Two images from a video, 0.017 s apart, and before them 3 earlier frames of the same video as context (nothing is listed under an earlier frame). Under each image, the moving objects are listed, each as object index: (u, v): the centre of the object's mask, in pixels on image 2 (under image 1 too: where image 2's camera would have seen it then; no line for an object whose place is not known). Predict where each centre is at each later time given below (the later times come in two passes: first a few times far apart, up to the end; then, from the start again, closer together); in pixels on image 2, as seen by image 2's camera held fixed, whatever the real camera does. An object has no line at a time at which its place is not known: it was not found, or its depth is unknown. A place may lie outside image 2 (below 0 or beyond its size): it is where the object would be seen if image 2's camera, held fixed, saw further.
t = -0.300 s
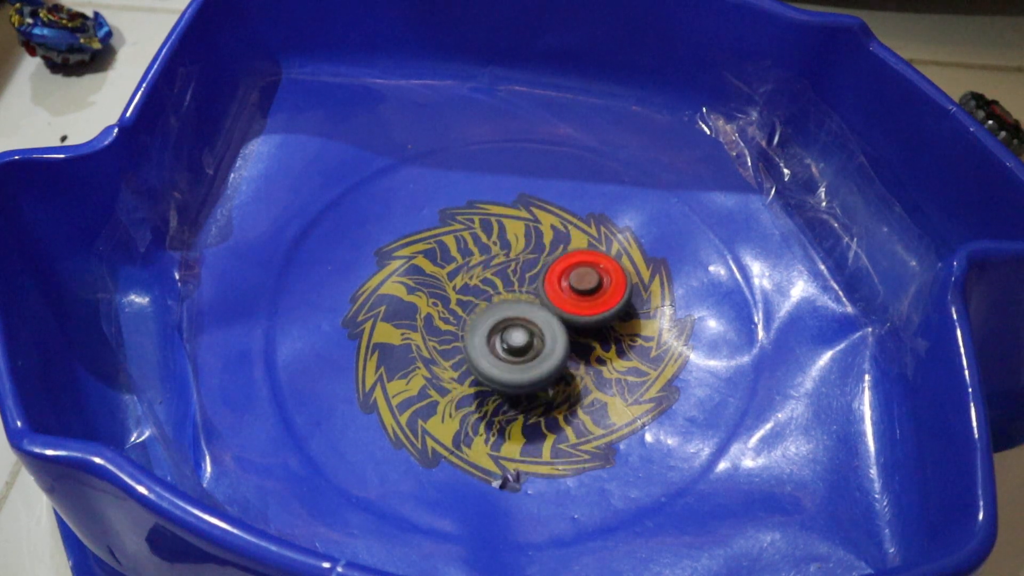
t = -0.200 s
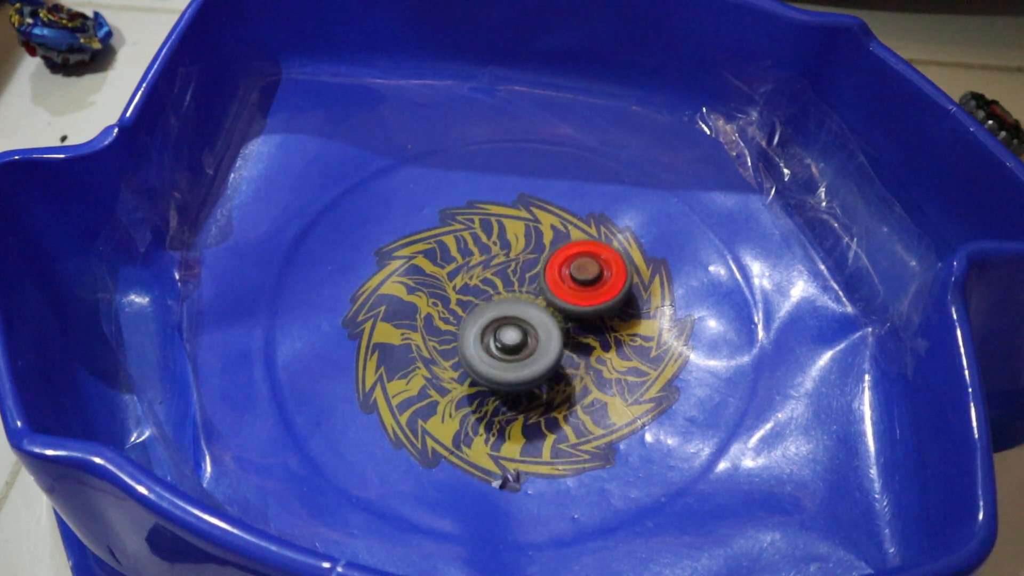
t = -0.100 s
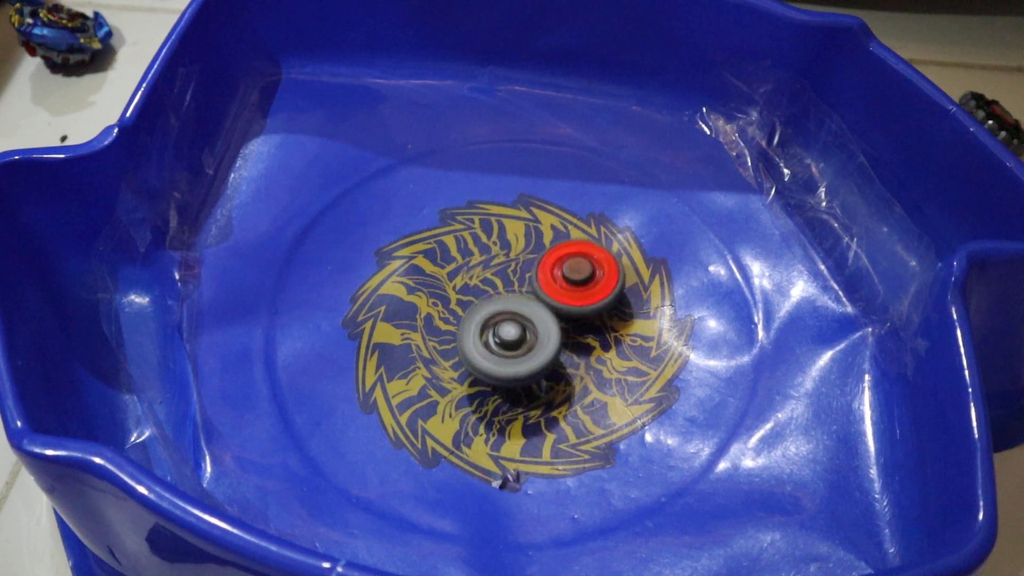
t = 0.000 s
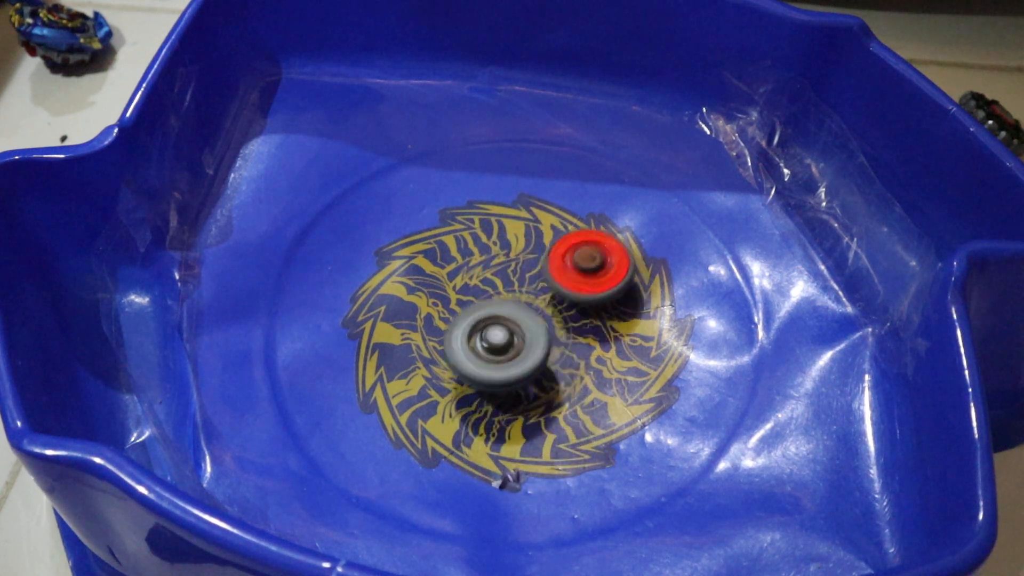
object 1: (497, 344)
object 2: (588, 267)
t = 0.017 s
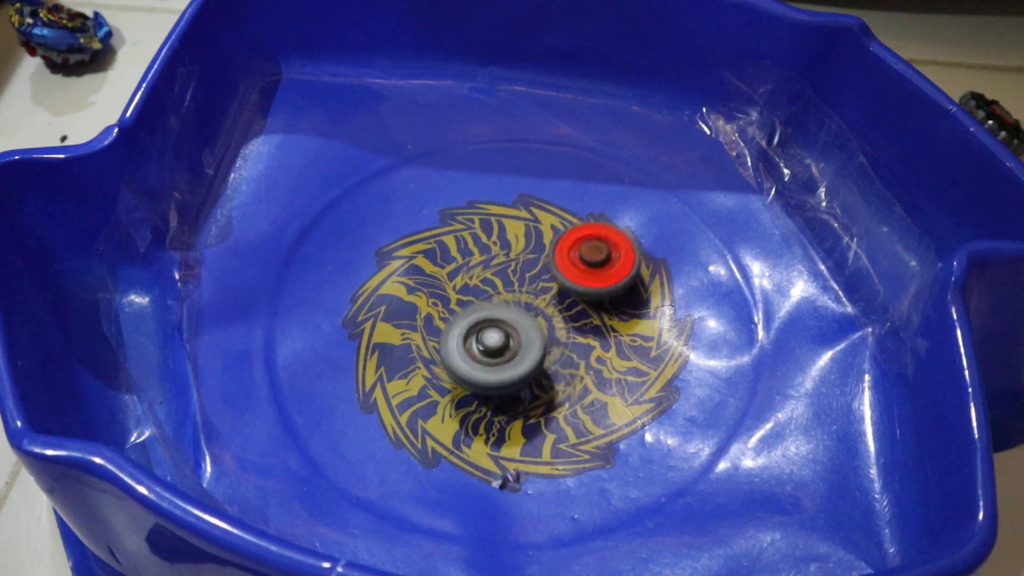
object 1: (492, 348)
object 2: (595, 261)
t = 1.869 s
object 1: (592, 285)
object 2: (485, 367)
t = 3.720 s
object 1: (528, 256)
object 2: (496, 350)
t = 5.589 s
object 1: (579, 267)
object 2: (534, 376)
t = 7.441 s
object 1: (453, 292)
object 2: (620, 259)
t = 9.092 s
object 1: (624, 293)
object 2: (496, 294)
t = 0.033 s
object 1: (490, 350)
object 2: (598, 255)
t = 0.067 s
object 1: (488, 351)
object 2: (599, 247)
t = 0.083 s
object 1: (488, 351)
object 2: (598, 244)
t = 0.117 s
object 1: (487, 350)
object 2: (593, 238)
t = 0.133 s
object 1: (487, 350)
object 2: (591, 236)
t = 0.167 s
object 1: (486, 350)
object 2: (585, 232)
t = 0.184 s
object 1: (486, 350)
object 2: (581, 230)
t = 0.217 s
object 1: (486, 351)
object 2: (573, 229)
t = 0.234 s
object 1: (486, 351)
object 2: (569, 228)
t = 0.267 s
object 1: (486, 351)
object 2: (561, 228)
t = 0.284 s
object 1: (486, 351)
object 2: (556, 229)
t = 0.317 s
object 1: (487, 350)
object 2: (549, 230)
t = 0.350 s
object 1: (487, 349)
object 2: (542, 234)
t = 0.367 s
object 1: (487, 349)
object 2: (539, 235)
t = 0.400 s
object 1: (487, 349)
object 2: (533, 239)
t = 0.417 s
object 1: (487, 349)
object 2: (531, 242)
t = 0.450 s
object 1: (487, 349)
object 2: (526, 246)
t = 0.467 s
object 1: (487, 349)
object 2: (525, 249)
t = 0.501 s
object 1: (487, 349)
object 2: (522, 254)
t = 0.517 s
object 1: (488, 348)
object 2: (522, 258)
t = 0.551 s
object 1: (488, 348)
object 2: (520, 264)
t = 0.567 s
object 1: (488, 347)
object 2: (519, 266)
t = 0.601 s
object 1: (489, 347)
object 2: (519, 271)
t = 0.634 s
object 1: (478, 370)
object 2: (533, 250)
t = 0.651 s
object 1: (472, 382)
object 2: (542, 234)
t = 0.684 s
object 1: (463, 402)
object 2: (557, 207)
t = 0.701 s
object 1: (460, 411)
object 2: (563, 197)
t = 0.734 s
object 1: (461, 421)
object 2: (571, 180)
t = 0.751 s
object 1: (464, 423)
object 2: (573, 174)
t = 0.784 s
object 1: (471, 425)
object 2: (572, 166)
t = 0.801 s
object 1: (474, 425)
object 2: (570, 165)
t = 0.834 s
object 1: (483, 426)
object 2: (562, 163)
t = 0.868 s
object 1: (493, 427)
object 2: (551, 161)
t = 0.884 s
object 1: (497, 426)
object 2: (545, 161)
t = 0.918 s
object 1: (507, 424)
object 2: (535, 161)
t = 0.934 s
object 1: (511, 424)
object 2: (530, 162)
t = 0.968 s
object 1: (520, 421)
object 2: (520, 163)
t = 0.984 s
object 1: (524, 419)
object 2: (515, 165)
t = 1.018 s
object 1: (526, 415)
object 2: (506, 168)
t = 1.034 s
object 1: (529, 412)
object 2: (501, 171)
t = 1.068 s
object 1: (536, 407)
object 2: (492, 175)
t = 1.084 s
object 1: (539, 404)
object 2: (488, 178)
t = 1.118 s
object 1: (545, 397)
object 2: (480, 183)
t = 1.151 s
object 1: (550, 391)
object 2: (476, 190)
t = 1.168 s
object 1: (552, 388)
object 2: (474, 193)
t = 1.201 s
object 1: (558, 381)
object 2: (470, 201)
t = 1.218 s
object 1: (560, 377)
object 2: (469, 205)
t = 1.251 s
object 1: (568, 370)
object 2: (467, 214)
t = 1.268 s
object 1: (564, 367)
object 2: (467, 219)
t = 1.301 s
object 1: (570, 359)
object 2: (466, 227)
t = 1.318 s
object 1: (565, 356)
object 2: (466, 233)
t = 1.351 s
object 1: (571, 350)
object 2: (467, 242)
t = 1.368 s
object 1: (571, 346)
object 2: (468, 247)
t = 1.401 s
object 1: (571, 339)
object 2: (471, 256)
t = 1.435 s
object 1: (570, 333)
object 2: (474, 265)
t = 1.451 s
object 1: (570, 330)
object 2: (476, 271)
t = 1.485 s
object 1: (569, 326)
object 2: (481, 281)
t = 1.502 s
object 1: (569, 322)
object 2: (482, 285)
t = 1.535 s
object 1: (574, 320)
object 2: (478, 290)
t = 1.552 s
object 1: (575, 318)
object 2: (478, 292)
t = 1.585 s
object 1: (577, 315)
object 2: (479, 300)
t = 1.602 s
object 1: (582, 314)
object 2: (475, 301)
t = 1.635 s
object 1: (587, 311)
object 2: (472, 308)
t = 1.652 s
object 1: (588, 309)
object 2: (471, 312)
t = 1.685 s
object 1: (589, 306)
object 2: (471, 321)
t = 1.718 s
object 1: (590, 302)
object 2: (472, 331)
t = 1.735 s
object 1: (591, 300)
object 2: (473, 335)
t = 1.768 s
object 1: (591, 296)
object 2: (475, 344)
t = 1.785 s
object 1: (591, 294)
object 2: (477, 347)
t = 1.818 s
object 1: (592, 290)
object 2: (480, 357)
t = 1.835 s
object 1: (592, 288)
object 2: (482, 360)
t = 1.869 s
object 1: (592, 285)
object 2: (485, 367)
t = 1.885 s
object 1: (592, 283)
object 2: (487, 371)
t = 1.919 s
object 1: (592, 280)
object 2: (491, 376)
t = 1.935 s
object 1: (591, 277)
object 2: (494, 380)
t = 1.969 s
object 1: (589, 272)
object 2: (499, 386)
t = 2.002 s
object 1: (588, 270)
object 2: (504, 391)
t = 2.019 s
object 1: (588, 268)
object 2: (507, 393)
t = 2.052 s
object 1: (586, 265)
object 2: (513, 397)
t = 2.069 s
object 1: (585, 264)
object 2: (517, 399)
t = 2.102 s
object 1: (584, 260)
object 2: (524, 400)
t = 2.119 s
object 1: (583, 258)
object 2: (528, 400)
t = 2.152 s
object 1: (580, 255)
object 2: (536, 399)
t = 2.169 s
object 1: (578, 254)
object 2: (539, 398)
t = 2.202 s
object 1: (574, 253)
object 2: (547, 397)
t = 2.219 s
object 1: (572, 253)
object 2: (550, 396)
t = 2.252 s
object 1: (569, 253)
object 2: (557, 393)
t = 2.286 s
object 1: (565, 254)
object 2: (567, 390)
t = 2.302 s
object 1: (564, 254)
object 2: (570, 387)
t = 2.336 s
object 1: (562, 255)
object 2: (576, 381)
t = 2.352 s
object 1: (561, 256)
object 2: (578, 378)
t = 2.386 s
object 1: (560, 256)
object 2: (582, 373)
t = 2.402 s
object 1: (560, 257)
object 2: (583, 370)
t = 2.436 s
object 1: (559, 258)
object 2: (586, 365)
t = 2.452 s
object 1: (559, 258)
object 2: (587, 362)
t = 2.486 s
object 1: (558, 259)
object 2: (588, 356)
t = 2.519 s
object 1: (557, 260)
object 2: (588, 351)
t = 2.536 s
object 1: (557, 260)
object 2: (588, 348)
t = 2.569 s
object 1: (557, 260)
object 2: (587, 345)
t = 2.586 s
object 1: (554, 255)
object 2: (590, 354)
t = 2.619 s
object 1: (551, 248)
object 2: (594, 365)
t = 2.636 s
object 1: (549, 246)
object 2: (595, 369)
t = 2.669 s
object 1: (548, 246)
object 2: (597, 370)
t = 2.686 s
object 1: (547, 246)
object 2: (598, 369)
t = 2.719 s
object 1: (544, 247)
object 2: (600, 367)
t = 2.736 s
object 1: (543, 247)
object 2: (601, 365)
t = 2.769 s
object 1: (541, 247)
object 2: (602, 363)
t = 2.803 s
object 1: (540, 248)
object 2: (601, 359)
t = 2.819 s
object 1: (539, 249)
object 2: (601, 357)
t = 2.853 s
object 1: (538, 250)
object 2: (600, 354)
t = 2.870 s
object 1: (537, 251)
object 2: (599, 352)
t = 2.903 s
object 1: (537, 252)
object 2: (596, 349)
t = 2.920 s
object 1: (536, 253)
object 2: (595, 347)
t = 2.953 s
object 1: (536, 254)
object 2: (592, 344)
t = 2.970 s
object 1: (536, 255)
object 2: (591, 343)
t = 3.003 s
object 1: (536, 256)
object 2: (587, 339)
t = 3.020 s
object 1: (536, 256)
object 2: (586, 338)
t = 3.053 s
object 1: (537, 258)
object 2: (582, 336)
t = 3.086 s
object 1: (533, 251)
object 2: (584, 347)
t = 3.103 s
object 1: (532, 248)
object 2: (584, 351)
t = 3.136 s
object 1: (530, 247)
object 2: (581, 356)
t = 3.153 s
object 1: (529, 246)
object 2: (579, 357)
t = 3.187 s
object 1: (527, 246)
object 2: (576, 357)
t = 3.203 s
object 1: (526, 246)
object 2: (574, 356)
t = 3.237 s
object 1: (525, 246)
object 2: (570, 355)
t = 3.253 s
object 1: (524, 246)
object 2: (568, 354)
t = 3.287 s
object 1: (523, 246)
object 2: (564, 352)
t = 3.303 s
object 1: (523, 246)
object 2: (561, 351)
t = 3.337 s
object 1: (524, 247)
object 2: (556, 349)
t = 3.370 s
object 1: (524, 247)
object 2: (551, 347)
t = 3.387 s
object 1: (524, 247)
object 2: (548, 346)
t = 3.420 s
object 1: (524, 248)
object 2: (543, 345)
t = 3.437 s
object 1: (525, 249)
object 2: (540, 345)
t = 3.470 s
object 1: (525, 250)
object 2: (535, 345)
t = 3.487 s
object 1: (526, 249)
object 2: (532, 345)
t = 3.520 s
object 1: (526, 251)
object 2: (526, 345)
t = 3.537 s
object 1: (526, 252)
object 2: (524, 345)
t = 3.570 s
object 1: (526, 253)
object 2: (519, 346)
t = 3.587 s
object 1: (527, 254)
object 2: (516, 347)
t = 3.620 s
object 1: (527, 255)
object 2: (511, 347)
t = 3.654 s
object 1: (528, 256)
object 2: (506, 348)
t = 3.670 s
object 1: (528, 256)
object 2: (504, 348)
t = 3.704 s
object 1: (528, 256)
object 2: (499, 349)
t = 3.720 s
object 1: (528, 256)
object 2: (496, 350)
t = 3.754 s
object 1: (529, 256)
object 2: (491, 351)
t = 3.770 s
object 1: (529, 256)
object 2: (488, 351)
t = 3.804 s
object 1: (530, 257)
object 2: (483, 353)
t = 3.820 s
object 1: (530, 257)
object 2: (480, 354)
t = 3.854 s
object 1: (531, 258)
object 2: (476, 356)
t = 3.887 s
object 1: (532, 260)
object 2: (472, 357)
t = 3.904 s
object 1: (533, 261)
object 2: (470, 358)
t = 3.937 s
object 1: (534, 262)
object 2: (467, 359)
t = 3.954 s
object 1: (534, 263)
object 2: (466, 359)
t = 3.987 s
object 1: (535, 265)
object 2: (463, 360)
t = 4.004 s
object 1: (536, 266)
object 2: (462, 360)
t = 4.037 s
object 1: (537, 268)
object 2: (461, 361)
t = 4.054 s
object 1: (538, 268)
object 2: (460, 361)
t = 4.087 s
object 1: (539, 270)
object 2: (458, 360)
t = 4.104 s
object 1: (540, 271)
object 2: (458, 360)
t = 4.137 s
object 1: (541, 272)
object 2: (457, 360)
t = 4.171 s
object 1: (543, 273)
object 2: (457, 359)
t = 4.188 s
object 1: (543, 273)
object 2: (457, 358)
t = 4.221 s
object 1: (545, 274)
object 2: (457, 357)
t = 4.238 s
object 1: (546, 275)
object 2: (457, 356)
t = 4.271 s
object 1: (548, 276)
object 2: (457, 354)
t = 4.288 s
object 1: (548, 277)
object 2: (457, 354)
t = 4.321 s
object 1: (549, 279)
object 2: (455, 352)
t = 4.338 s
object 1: (550, 280)
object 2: (455, 351)
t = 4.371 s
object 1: (551, 281)
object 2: (455, 349)
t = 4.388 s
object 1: (551, 282)
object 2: (455, 349)
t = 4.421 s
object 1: (552, 283)
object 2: (455, 349)
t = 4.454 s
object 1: (552, 283)
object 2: (456, 347)
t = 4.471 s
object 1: (552, 284)
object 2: (457, 347)
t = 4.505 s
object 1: (553, 286)
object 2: (459, 345)
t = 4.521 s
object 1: (554, 287)
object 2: (459, 344)
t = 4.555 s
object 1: (555, 288)
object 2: (462, 343)
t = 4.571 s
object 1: (556, 289)
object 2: (463, 343)
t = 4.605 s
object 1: (557, 289)
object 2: (465, 341)
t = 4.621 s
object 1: (558, 289)
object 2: (466, 341)
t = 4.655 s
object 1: (558, 289)
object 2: (469, 340)
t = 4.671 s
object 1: (559, 289)
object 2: (467, 340)
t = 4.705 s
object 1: (563, 288)
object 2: (466, 342)
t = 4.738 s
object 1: (565, 289)
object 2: (466, 341)
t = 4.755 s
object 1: (565, 288)
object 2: (467, 342)
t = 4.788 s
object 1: (566, 289)
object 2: (470, 342)
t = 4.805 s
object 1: (567, 289)
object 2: (472, 343)
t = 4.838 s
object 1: (569, 290)
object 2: (476, 342)
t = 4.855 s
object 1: (569, 290)
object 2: (477, 342)
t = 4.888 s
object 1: (570, 290)
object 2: (480, 342)
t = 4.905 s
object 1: (570, 290)
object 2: (483, 342)
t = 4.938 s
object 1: (575, 288)
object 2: (479, 345)
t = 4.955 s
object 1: (584, 284)
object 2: (466, 352)
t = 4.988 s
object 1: (598, 277)
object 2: (446, 362)
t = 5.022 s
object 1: (604, 273)
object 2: (432, 370)
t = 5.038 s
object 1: (605, 271)
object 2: (429, 372)
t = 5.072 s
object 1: (605, 270)
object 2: (429, 376)
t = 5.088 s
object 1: (605, 270)
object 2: (430, 378)
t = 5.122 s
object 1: (604, 269)
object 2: (435, 383)
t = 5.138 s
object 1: (603, 268)
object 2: (437, 385)
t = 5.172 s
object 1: (601, 267)
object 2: (443, 388)
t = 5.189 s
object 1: (600, 267)
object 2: (446, 390)
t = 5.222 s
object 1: (597, 265)
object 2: (452, 393)
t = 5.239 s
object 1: (596, 265)
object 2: (456, 394)
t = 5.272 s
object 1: (595, 265)
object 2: (464, 396)
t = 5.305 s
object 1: (593, 264)
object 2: (472, 396)
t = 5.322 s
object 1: (592, 264)
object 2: (476, 396)
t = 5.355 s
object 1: (589, 264)
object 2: (484, 396)
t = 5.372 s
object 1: (588, 264)
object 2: (488, 396)
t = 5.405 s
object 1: (586, 264)
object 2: (496, 395)
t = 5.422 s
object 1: (585, 264)
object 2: (500, 394)
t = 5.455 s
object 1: (583, 264)
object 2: (507, 391)
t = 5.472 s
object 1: (583, 264)
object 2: (510, 390)
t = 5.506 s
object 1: (581, 265)
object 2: (517, 386)
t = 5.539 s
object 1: (580, 266)
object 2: (524, 382)
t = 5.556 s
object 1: (580, 266)
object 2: (526, 380)
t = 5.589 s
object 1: (579, 267)
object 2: (534, 376)
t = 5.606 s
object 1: (578, 267)
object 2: (536, 373)
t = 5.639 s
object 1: (577, 268)
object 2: (542, 368)
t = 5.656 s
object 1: (576, 268)
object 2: (545, 366)
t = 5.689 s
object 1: (575, 270)
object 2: (551, 360)
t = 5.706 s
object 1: (576, 268)
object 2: (549, 364)
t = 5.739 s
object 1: (582, 254)
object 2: (539, 391)
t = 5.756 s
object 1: (583, 249)
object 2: (536, 400)
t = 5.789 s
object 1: (582, 245)
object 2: (532, 412)
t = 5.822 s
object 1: (579, 244)
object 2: (532, 416)
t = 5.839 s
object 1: (576, 244)
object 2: (535, 416)
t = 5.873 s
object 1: (571, 243)
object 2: (542, 415)
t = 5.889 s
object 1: (570, 243)
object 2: (546, 414)
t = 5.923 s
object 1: (565, 244)
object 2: (554, 412)
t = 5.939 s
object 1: (562, 244)
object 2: (557, 410)
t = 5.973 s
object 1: (558, 245)
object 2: (563, 407)
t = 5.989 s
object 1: (556, 246)
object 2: (567, 405)
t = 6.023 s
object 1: (551, 247)
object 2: (572, 400)
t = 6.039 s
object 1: (549, 248)
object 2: (575, 397)
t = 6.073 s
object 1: (546, 251)
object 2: (580, 392)
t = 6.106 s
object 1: (543, 254)
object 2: (584, 385)
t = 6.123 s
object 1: (541, 255)
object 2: (587, 382)
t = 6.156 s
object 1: (539, 258)
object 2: (588, 375)
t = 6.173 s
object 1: (538, 259)
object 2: (590, 372)
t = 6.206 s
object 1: (537, 263)
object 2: (591, 365)
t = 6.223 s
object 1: (535, 265)
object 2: (591, 362)
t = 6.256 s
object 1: (534, 268)
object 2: (590, 355)
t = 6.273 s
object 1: (533, 270)
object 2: (590, 351)
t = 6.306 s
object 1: (531, 272)
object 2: (588, 346)
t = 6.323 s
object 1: (529, 270)
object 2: (590, 347)
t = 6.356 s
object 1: (526, 269)
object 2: (592, 346)
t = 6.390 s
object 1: (524, 270)
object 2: (591, 343)
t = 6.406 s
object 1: (522, 271)
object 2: (591, 340)
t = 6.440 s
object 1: (515, 267)
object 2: (598, 345)
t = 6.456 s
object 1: (507, 261)
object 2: (613, 357)
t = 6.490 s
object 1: (494, 250)
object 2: (635, 373)
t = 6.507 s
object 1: (489, 247)
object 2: (643, 379)
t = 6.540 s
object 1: (482, 243)
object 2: (654, 383)
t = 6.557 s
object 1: (480, 244)
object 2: (657, 383)
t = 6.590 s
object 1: (477, 245)
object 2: (663, 380)
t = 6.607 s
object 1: (475, 246)
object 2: (666, 379)
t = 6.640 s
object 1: (473, 247)
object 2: (671, 374)
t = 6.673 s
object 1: (470, 248)
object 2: (675, 369)
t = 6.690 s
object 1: (469, 248)
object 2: (678, 367)
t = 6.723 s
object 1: (466, 249)
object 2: (681, 361)
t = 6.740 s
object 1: (465, 250)
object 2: (682, 358)
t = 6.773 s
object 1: (463, 252)
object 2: (682, 352)
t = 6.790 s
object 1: (463, 252)
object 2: (682, 349)
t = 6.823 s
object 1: (462, 254)
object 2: (681, 343)
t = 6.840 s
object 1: (461, 254)
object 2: (681, 339)
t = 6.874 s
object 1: (459, 256)
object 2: (679, 332)
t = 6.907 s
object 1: (458, 258)
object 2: (675, 324)
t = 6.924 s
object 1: (458, 260)
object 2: (672, 320)
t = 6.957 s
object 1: (458, 261)
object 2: (667, 312)
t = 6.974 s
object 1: (458, 262)
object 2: (663, 308)
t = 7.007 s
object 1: (458, 263)
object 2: (657, 301)
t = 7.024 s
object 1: (459, 265)
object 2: (654, 298)
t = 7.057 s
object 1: (461, 268)
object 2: (647, 293)
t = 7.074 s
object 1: (461, 268)
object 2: (643, 290)
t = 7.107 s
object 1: (462, 270)
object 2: (634, 287)
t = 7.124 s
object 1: (463, 271)
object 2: (629, 285)
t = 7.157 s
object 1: (465, 272)
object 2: (620, 282)
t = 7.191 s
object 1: (467, 274)
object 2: (610, 279)
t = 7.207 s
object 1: (468, 275)
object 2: (604, 278)
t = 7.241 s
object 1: (471, 276)
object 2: (595, 277)
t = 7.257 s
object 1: (472, 277)
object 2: (589, 276)
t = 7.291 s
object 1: (476, 279)
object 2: (580, 274)
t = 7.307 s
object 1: (476, 280)
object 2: (576, 273)
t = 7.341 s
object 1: (462, 283)
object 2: (598, 268)
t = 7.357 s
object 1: (457, 285)
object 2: (608, 266)
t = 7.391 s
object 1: (453, 288)
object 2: (619, 263)
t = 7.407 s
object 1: (453, 289)
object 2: (622, 262)
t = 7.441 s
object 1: (453, 292)
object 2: (620, 259)
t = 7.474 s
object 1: (454, 295)
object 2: (614, 254)
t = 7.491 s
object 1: (455, 297)
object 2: (610, 252)
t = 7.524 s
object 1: (456, 300)
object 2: (602, 248)
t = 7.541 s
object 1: (457, 301)
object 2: (598, 246)
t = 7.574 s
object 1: (459, 303)
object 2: (590, 242)
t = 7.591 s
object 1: (461, 304)
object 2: (586, 240)
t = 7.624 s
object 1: (464, 307)
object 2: (579, 236)
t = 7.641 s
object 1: (466, 308)
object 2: (575, 235)
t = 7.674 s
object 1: (468, 310)
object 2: (569, 234)
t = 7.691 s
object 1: (469, 310)
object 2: (564, 234)
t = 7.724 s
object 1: (472, 312)
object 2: (556, 233)
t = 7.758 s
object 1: (475, 315)
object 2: (548, 234)
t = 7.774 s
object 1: (477, 315)
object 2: (545, 234)
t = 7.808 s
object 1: (481, 317)
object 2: (537, 235)
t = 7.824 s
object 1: (482, 317)
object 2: (533, 236)
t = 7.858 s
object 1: (487, 319)
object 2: (526, 238)
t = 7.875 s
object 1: (489, 322)
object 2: (522, 239)
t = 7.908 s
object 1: (494, 325)
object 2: (515, 242)
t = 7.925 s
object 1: (497, 327)
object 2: (512, 243)
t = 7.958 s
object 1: (506, 328)
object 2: (506, 246)
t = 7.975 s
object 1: (510, 328)
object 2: (504, 248)
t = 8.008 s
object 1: (518, 328)
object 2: (499, 251)
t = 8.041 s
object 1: (527, 337)
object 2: (491, 240)
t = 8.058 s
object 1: (532, 343)
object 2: (487, 231)
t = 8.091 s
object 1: (541, 351)
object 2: (480, 217)
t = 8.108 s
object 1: (544, 352)
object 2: (477, 213)
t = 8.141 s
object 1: (548, 353)
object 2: (470, 209)
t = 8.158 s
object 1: (551, 353)
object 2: (467, 208)
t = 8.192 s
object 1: (556, 352)
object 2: (460, 207)
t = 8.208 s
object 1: (559, 351)
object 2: (457, 207)
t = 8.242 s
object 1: (564, 351)
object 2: (450, 208)
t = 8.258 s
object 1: (567, 350)
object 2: (447, 208)
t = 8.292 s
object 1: (572, 348)
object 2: (442, 209)
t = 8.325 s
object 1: (577, 346)
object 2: (437, 210)
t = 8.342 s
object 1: (581, 345)
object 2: (435, 211)
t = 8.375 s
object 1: (587, 344)
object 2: (431, 214)
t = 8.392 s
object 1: (589, 344)
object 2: (430, 215)
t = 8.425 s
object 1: (593, 341)
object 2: (429, 218)
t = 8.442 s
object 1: (595, 340)
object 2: (429, 219)
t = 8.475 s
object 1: (600, 339)
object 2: (428, 223)
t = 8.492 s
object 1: (602, 338)
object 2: (428, 225)
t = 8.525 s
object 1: (608, 334)
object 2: (428, 230)
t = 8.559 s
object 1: (612, 331)
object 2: (430, 234)
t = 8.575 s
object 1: (614, 329)
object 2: (431, 237)
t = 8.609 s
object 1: (618, 327)
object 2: (434, 242)
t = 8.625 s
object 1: (620, 325)
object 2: (436, 244)
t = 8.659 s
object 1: (623, 322)
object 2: (441, 250)
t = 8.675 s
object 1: (625, 320)
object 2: (443, 252)
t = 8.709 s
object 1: (625, 316)
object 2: (449, 257)
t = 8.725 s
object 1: (626, 315)
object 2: (452, 259)
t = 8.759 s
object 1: (626, 312)
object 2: (458, 264)
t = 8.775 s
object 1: (627, 311)
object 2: (461, 265)
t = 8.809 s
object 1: (626, 309)
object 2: (466, 270)
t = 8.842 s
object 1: (625, 307)
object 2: (473, 274)
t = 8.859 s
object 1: (624, 306)
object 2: (476, 276)
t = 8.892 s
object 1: (623, 303)
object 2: (482, 279)
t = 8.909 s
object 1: (622, 302)
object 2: (486, 282)
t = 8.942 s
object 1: (620, 300)
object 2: (493, 286)
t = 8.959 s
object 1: (619, 299)
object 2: (496, 288)
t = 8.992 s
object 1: (618, 297)
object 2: (503, 291)
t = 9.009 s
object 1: (615, 296)
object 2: (506, 293)
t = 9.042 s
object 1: (617, 295)
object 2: (508, 295)
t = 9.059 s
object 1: (621, 295)
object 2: (502, 294)
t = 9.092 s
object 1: (624, 293)
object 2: (496, 294)
